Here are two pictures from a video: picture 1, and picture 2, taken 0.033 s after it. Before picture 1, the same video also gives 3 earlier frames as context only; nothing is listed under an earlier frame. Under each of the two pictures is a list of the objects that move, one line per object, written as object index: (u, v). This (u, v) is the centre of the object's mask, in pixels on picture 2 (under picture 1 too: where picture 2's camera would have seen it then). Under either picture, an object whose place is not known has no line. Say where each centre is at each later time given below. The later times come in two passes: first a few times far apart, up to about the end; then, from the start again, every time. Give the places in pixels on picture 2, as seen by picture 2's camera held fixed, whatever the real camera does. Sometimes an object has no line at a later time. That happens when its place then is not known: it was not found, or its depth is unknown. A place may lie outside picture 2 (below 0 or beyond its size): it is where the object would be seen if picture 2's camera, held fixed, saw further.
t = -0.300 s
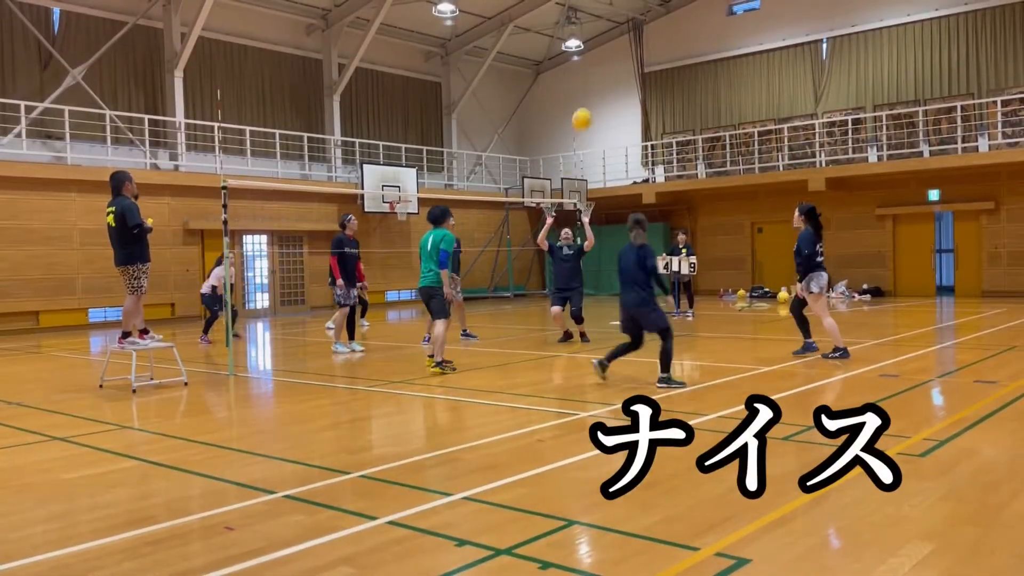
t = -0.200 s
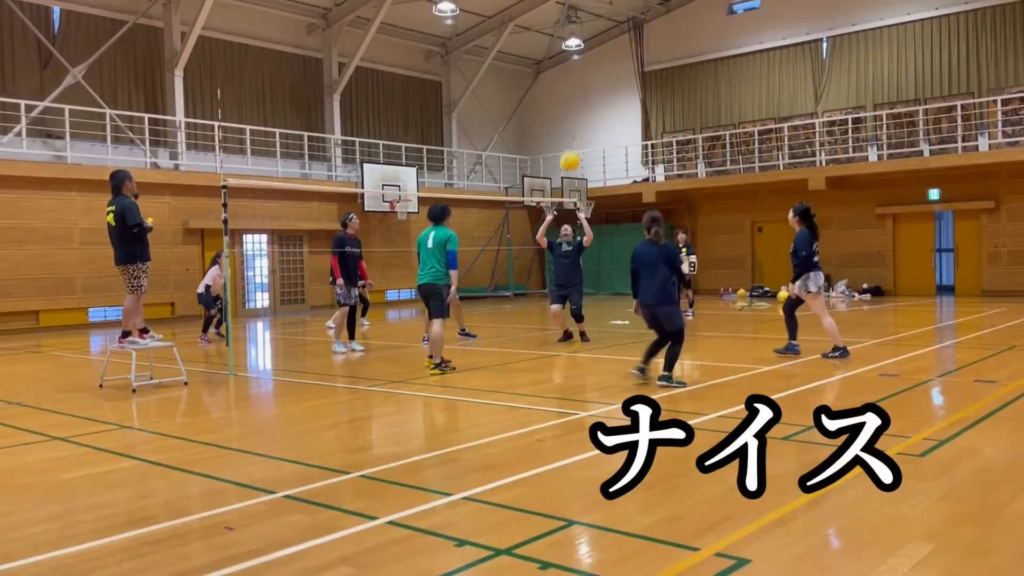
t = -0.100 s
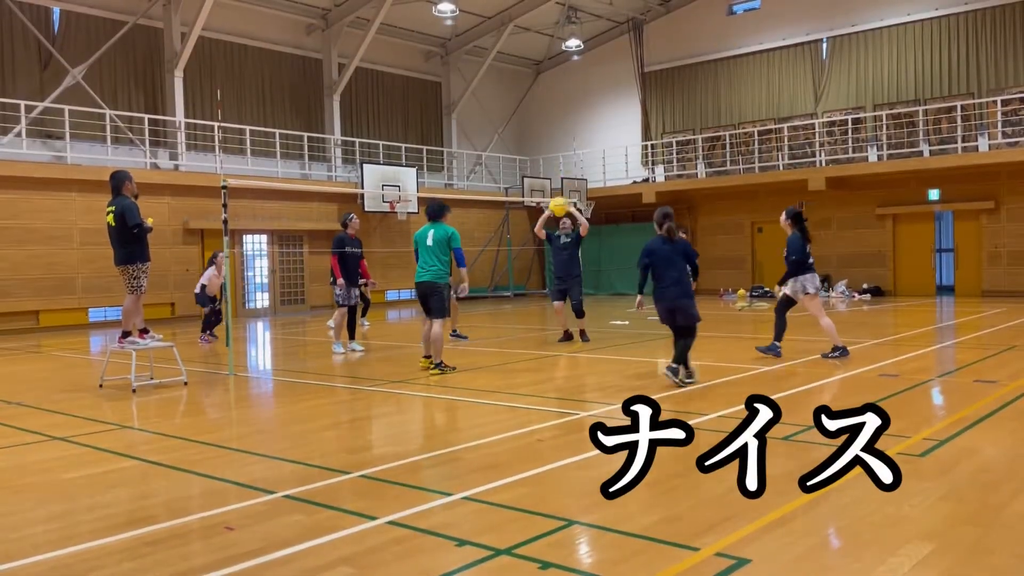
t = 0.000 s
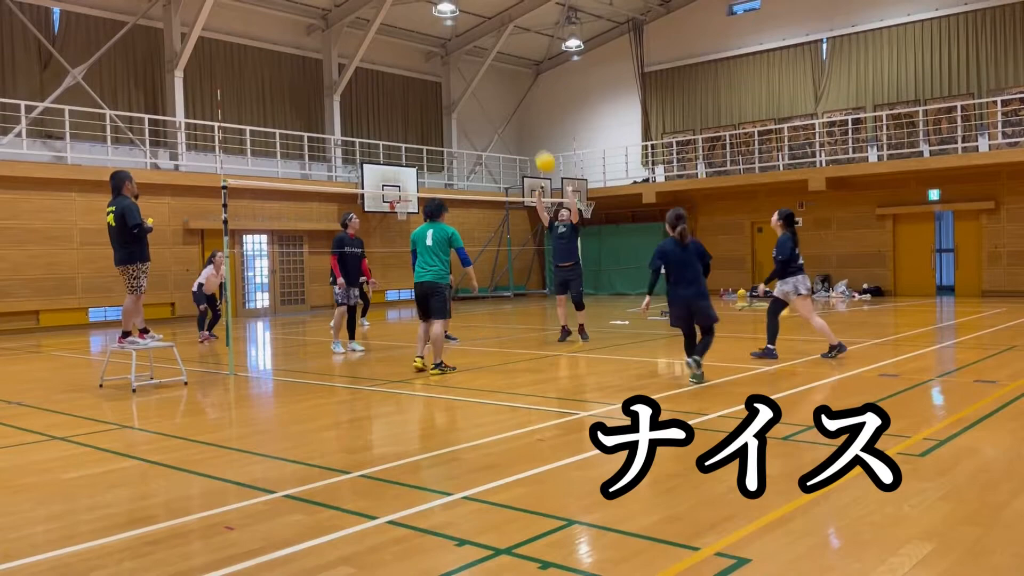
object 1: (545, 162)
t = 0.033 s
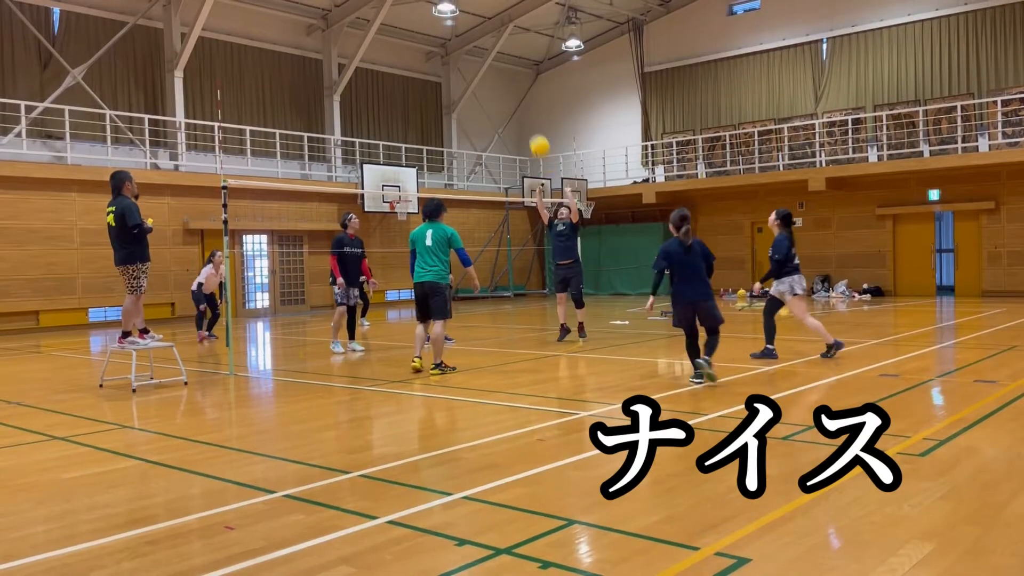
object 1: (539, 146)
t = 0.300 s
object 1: (494, 46)
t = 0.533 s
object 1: (458, 7)
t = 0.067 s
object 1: (534, 130)
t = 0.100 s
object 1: (528, 116)
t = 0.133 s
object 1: (522, 103)
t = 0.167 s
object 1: (516, 90)
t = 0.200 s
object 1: (511, 78)
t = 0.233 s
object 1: (505, 67)
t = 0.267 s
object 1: (500, 56)
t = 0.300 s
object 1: (494, 46)
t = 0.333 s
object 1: (489, 38)
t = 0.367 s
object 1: (483, 30)
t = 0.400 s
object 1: (478, 23)
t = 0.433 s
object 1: (473, 17)
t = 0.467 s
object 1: (468, 12)
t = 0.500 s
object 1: (463, 9)
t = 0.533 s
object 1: (458, 7)
